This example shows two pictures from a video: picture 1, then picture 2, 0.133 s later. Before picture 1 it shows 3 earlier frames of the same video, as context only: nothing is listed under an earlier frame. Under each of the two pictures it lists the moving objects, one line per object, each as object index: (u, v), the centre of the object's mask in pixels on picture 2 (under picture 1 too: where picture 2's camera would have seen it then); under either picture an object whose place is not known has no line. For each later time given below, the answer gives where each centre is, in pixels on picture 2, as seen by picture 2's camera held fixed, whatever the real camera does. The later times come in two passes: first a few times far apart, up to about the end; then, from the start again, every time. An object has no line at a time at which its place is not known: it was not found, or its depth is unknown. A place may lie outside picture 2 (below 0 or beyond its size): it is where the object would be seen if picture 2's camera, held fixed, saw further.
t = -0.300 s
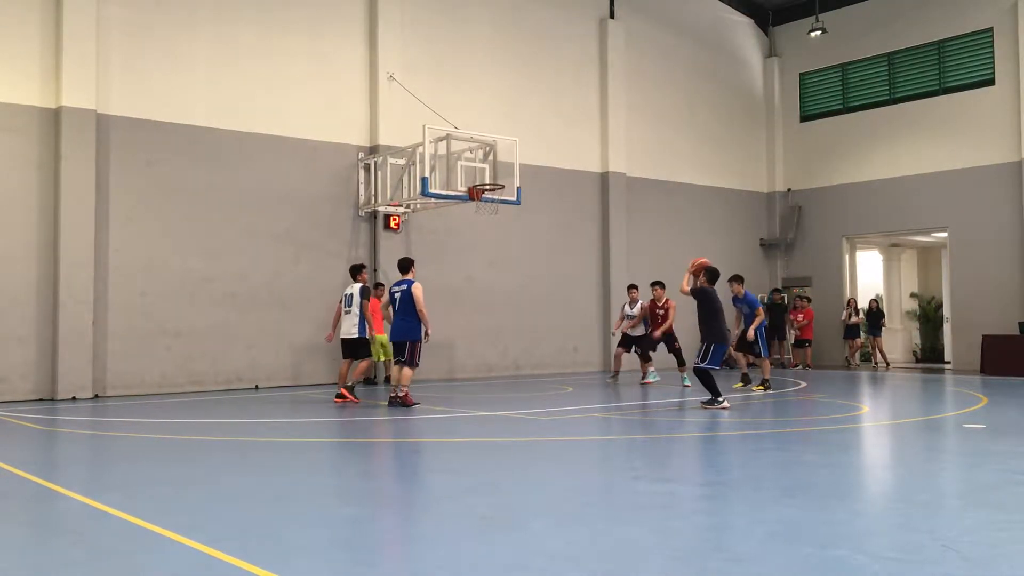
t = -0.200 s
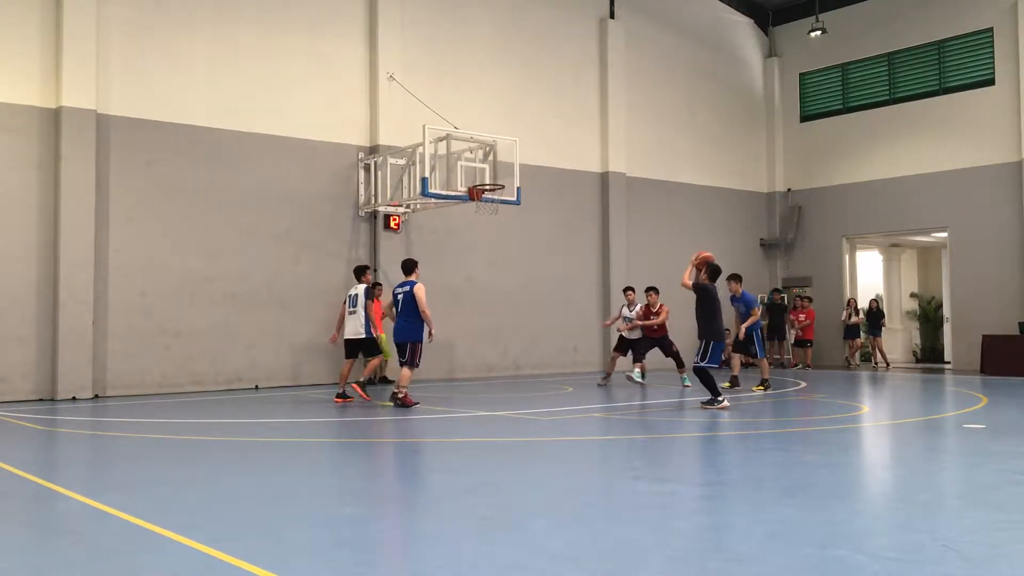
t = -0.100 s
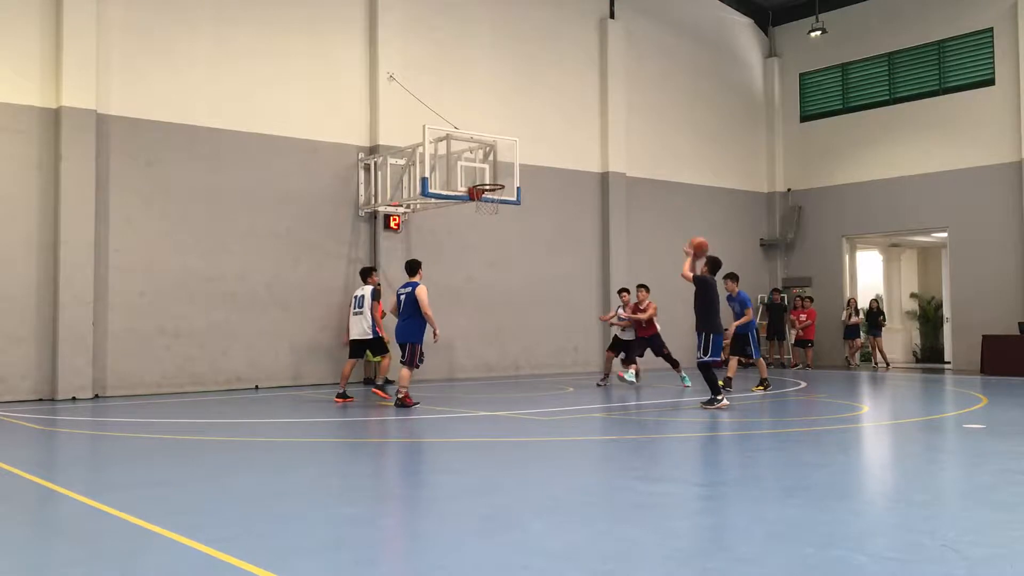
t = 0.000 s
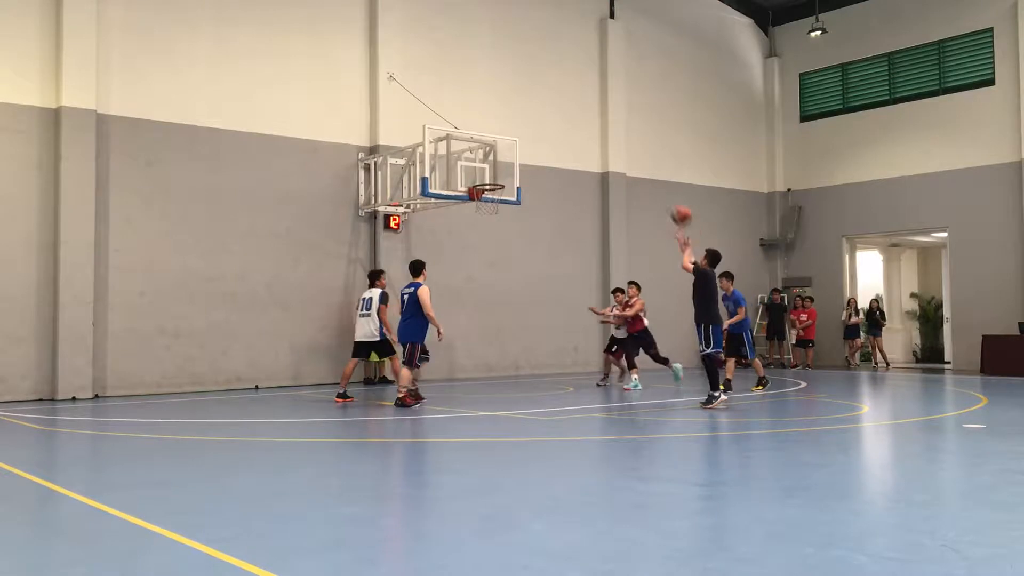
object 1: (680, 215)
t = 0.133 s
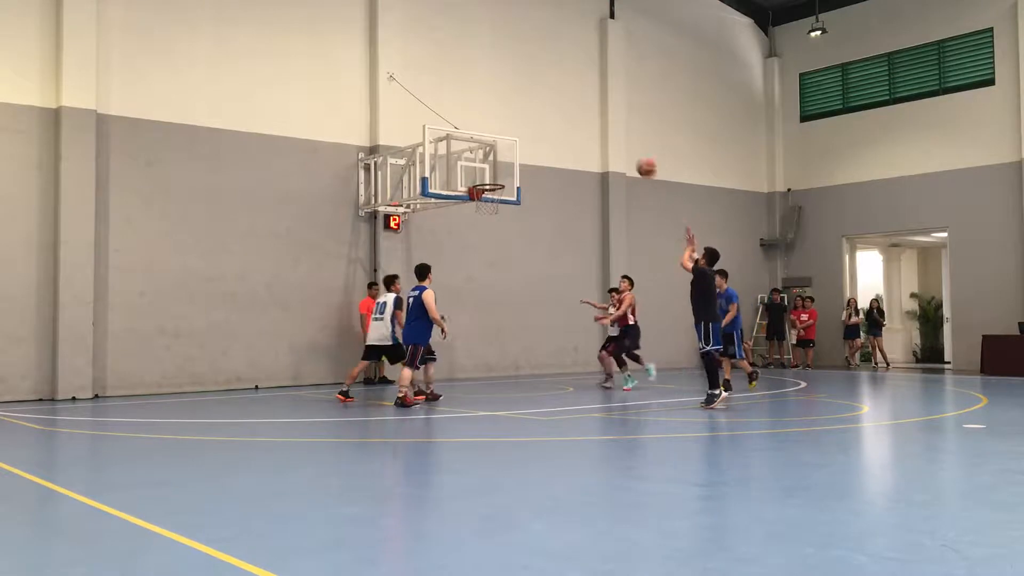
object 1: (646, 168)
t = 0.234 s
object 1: (622, 143)
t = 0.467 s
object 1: (572, 117)
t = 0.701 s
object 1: (528, 129)
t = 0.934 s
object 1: (489, 174)
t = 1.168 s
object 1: (480, 146)
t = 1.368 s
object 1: (481, 138)
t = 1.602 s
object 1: (482, 161)
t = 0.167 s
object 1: (638, 158)
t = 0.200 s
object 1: (630, 150)
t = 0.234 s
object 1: (622, 143)
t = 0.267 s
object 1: (614, 137)
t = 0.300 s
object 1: (607, 132)
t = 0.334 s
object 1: (600, 127)
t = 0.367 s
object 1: (593, 123)
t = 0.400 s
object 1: (585, 120)
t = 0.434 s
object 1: (579, 118)
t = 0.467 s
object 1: (572, 117)
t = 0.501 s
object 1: (565, 117)
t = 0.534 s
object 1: (559, 117)
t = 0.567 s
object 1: (553, 118)
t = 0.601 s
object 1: (547, 120)
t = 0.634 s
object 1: (540, 122)
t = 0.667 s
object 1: (534, 125)
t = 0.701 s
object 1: (528, 129)
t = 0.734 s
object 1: (523, 133)
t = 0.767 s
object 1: (517, 139)
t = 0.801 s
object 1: (511, 145)
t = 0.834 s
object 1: (505, 151)
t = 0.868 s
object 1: (500, 158)
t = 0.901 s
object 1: (495, 166)
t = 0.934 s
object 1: (489, 174)
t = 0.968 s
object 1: (484, 181)
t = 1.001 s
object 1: (482, 174)
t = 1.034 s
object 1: (482, 167)
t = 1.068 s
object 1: (480, 160)
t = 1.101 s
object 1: (480, 154)
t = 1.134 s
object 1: (480, 150)
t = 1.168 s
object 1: (480, 146)
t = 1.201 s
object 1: (480, 143)
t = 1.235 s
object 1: (481, 141)
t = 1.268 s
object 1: (480, 139)
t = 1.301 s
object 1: (481, 138)
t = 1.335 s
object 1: (481, 138)
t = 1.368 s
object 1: (481, 138)
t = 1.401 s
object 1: (481, 139)
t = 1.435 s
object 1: (481, 141)
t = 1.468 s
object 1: (481, 144)
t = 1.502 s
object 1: (481, 147)
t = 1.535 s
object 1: (482, 151)
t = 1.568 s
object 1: (481, 156)
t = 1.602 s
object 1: (482, 161)
